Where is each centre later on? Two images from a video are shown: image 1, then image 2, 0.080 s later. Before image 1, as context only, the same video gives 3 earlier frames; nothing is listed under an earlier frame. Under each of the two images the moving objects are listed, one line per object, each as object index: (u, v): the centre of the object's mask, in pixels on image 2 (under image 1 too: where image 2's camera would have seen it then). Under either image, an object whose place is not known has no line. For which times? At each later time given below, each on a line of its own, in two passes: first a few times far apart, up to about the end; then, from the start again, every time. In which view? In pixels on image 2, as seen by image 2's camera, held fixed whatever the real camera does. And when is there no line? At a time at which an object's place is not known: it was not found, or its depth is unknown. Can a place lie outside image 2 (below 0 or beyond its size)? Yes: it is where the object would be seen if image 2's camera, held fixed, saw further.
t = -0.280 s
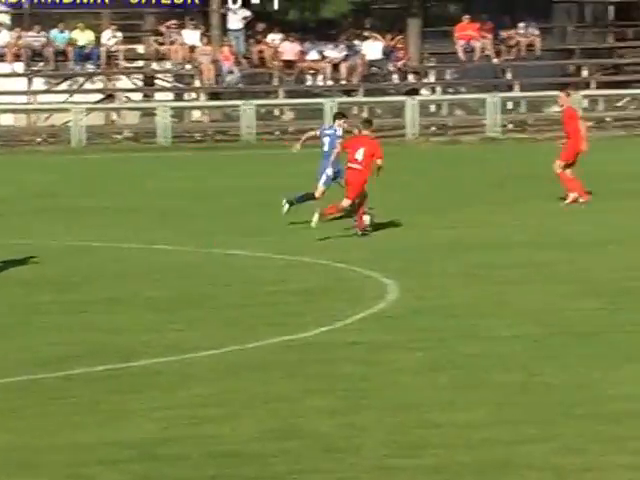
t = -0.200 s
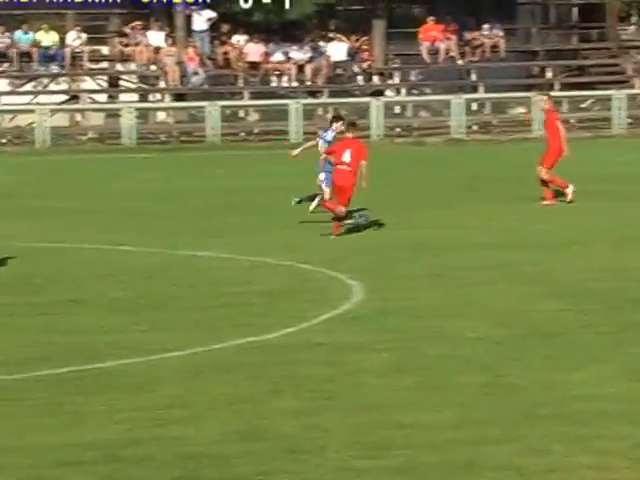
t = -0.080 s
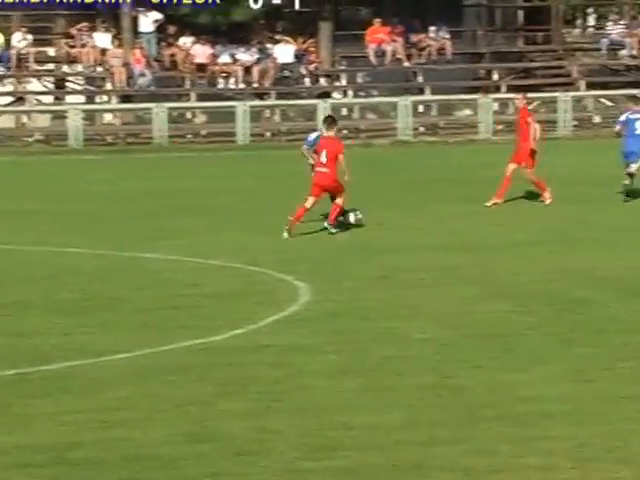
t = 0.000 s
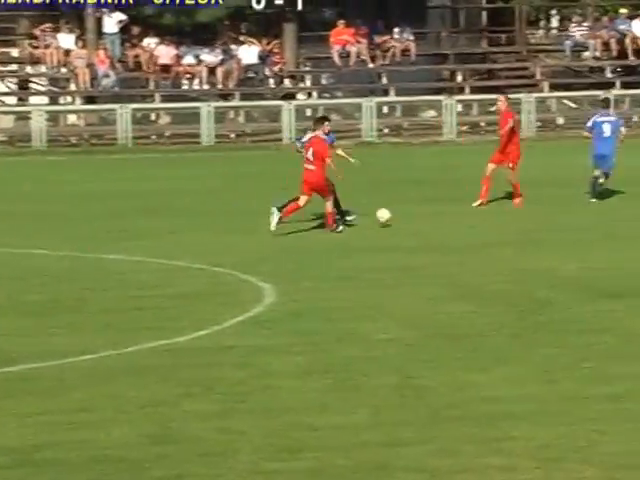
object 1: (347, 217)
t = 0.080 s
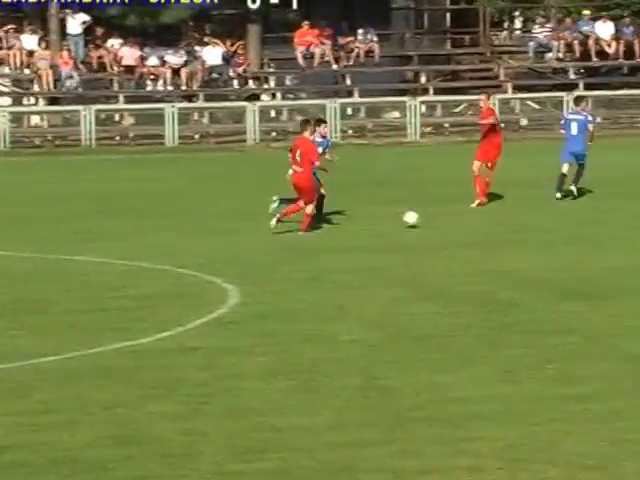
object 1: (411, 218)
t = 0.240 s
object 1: (525, 219)
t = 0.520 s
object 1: (695, 220)
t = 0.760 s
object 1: (823, 222)
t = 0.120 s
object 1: (443, 220)
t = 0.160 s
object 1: (474, 222)
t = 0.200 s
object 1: (500, 220)
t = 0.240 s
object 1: (525, 219)
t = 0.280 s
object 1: (552, 218)
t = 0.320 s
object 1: (578, 219)
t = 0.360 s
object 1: (603, 220)
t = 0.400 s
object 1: (629, 223)
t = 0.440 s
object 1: (653, 223)
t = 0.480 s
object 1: (674, 222)
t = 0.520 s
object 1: (695, 220)
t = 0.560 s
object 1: (717, 221)
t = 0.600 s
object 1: (738, 222)
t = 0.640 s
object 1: (760, 223)
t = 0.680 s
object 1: (781, 223)
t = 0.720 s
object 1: (801, 222)
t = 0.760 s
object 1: (823, 222)
